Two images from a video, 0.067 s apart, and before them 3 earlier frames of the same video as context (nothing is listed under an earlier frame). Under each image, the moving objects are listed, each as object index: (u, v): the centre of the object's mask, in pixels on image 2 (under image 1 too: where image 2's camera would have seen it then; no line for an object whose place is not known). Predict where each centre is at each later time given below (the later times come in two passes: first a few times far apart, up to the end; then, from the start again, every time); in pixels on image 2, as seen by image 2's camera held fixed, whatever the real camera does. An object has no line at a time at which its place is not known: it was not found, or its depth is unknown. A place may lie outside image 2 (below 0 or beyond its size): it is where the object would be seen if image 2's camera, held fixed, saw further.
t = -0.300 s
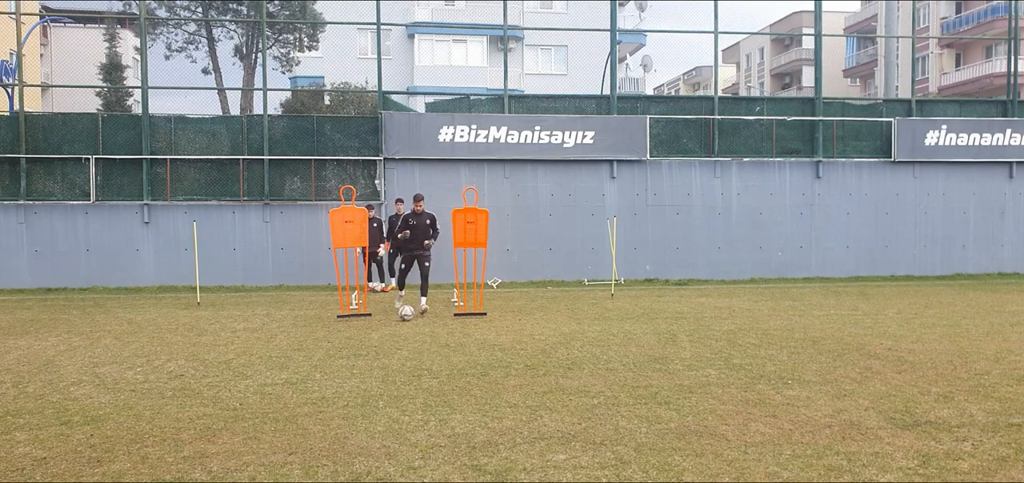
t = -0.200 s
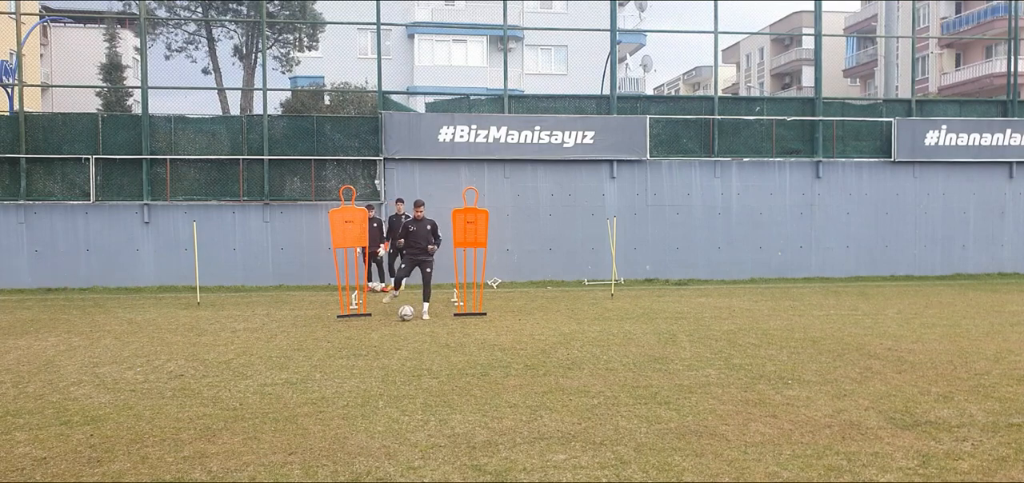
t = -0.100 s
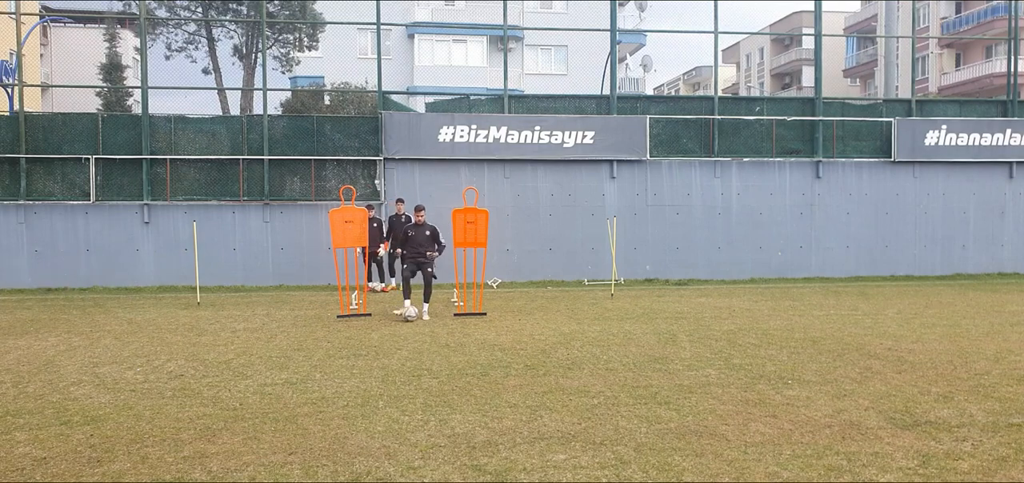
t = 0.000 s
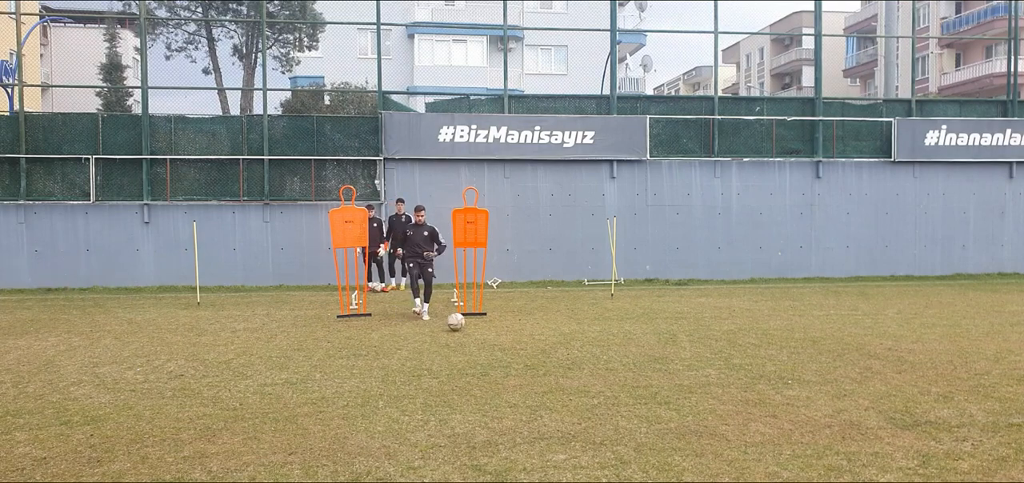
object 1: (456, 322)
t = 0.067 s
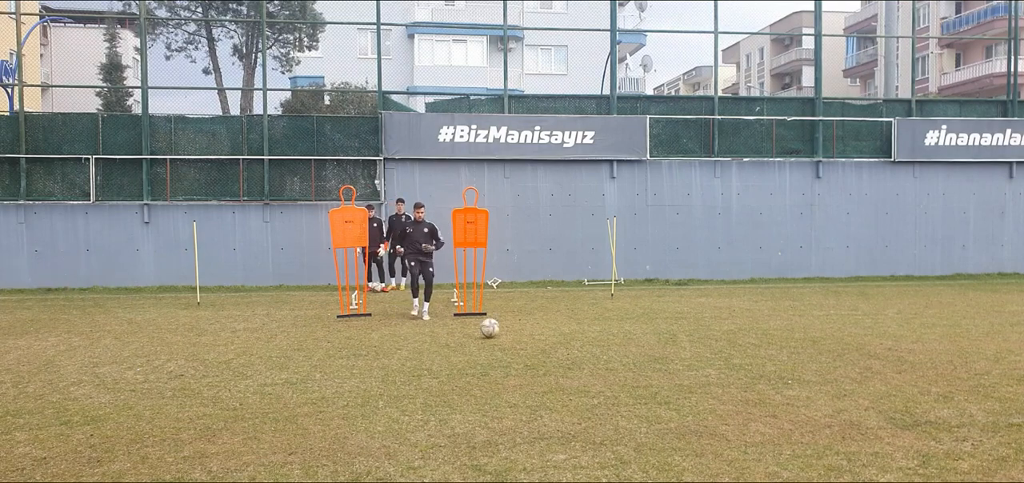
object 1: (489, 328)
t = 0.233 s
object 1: (592, 350)
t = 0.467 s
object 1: (787, 384)
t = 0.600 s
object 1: (942, 422)
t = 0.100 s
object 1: (508, 332)
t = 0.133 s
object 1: (528, 335)
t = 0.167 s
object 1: (547, 339)
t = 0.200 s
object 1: (568, 344)
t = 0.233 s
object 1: (592, 350)
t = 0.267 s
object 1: (615, 354)
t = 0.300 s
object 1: (640, 358)
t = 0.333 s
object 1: (667, 363)
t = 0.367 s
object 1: (696, 371)
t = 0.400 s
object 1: (726, 377)
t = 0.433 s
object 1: (756, 381)
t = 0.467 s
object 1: (787, 384)
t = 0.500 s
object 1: (822, 390)
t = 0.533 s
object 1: (859, 398)
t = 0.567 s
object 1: (899, 410)
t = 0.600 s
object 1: (942, 422)
